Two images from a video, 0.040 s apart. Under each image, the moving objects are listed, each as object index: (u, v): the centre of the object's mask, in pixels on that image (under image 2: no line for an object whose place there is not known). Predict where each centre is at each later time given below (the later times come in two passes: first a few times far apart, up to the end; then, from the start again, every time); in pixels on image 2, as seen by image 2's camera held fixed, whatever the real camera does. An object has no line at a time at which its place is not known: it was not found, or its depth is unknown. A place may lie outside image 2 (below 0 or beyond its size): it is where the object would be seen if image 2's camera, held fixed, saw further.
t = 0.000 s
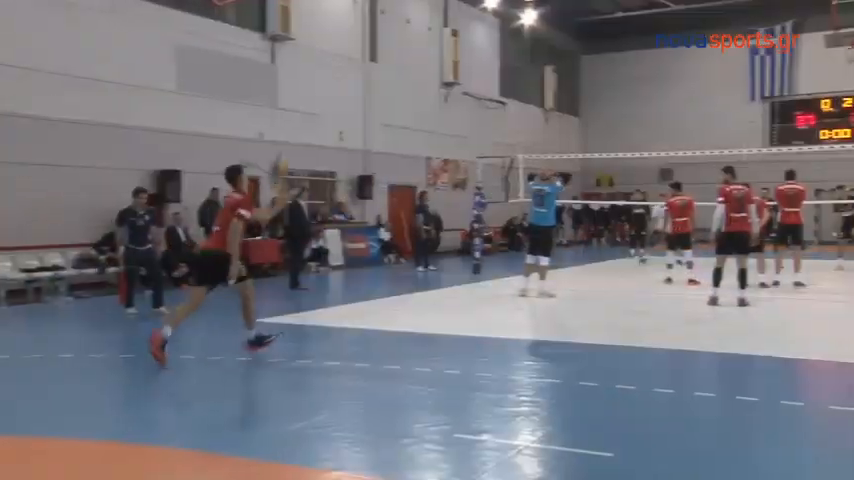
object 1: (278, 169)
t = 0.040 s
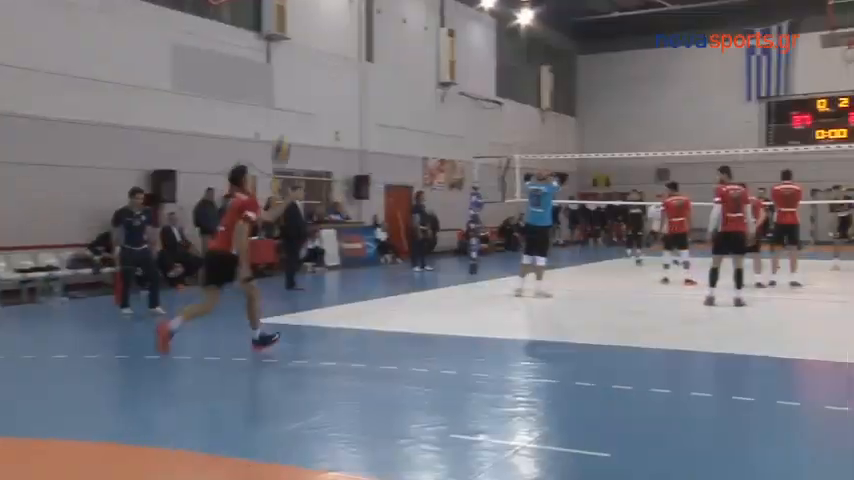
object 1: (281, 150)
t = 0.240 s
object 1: (313, 82)
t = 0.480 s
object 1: (348, 52)
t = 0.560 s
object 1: (359, 54)
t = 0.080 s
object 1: (287, 133)
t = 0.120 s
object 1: (294, 118)
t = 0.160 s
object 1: (301, 103)
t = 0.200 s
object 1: (307, 92)
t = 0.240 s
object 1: (313, 82)
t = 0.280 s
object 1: (319, 74)
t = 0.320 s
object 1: (325, 66)
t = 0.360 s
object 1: (330, 60)
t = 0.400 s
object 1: (336, 56)
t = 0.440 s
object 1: (342, 54)
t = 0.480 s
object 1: (348, 52)
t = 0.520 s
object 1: (354, 53)
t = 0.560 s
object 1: (359, 54)
